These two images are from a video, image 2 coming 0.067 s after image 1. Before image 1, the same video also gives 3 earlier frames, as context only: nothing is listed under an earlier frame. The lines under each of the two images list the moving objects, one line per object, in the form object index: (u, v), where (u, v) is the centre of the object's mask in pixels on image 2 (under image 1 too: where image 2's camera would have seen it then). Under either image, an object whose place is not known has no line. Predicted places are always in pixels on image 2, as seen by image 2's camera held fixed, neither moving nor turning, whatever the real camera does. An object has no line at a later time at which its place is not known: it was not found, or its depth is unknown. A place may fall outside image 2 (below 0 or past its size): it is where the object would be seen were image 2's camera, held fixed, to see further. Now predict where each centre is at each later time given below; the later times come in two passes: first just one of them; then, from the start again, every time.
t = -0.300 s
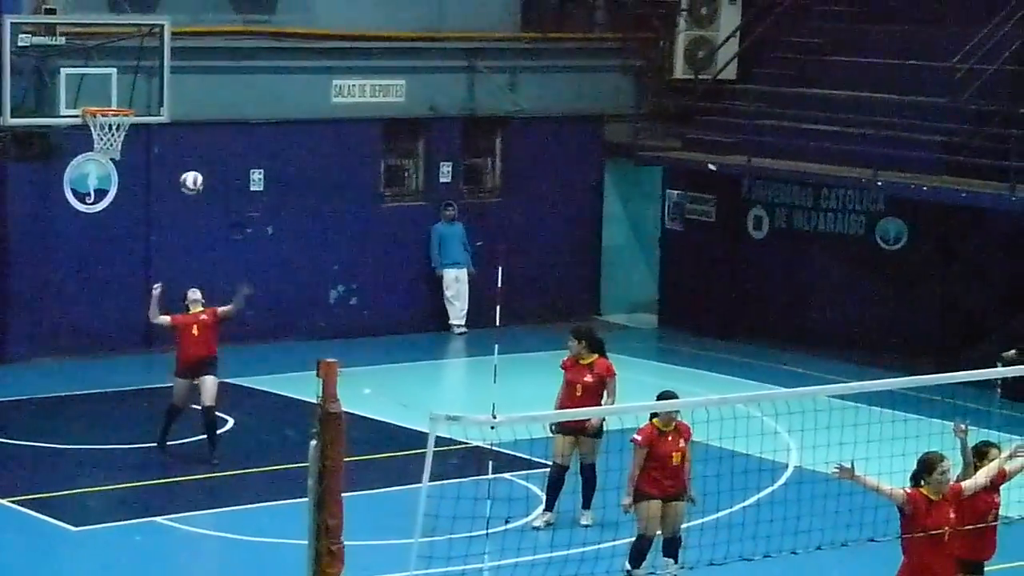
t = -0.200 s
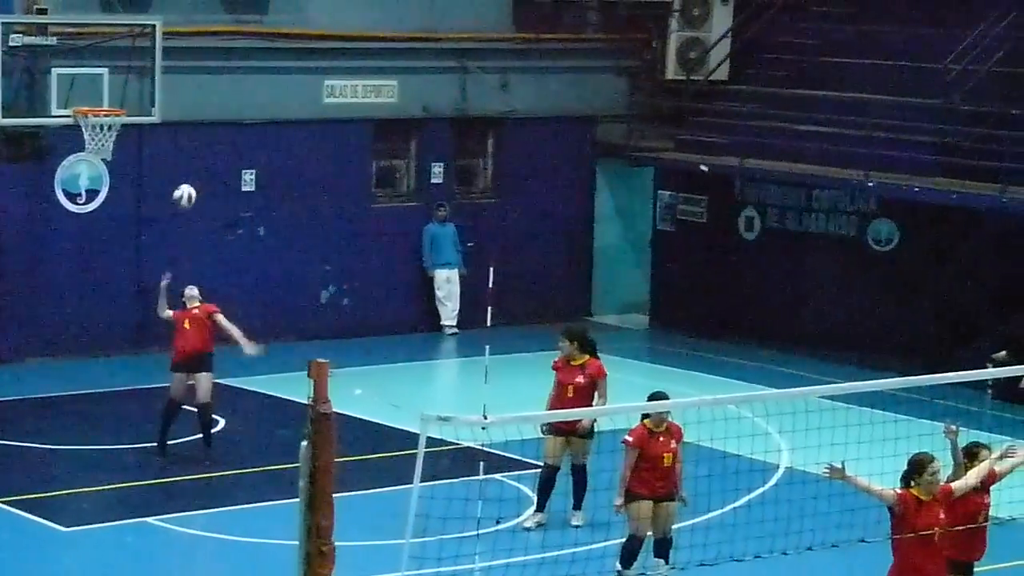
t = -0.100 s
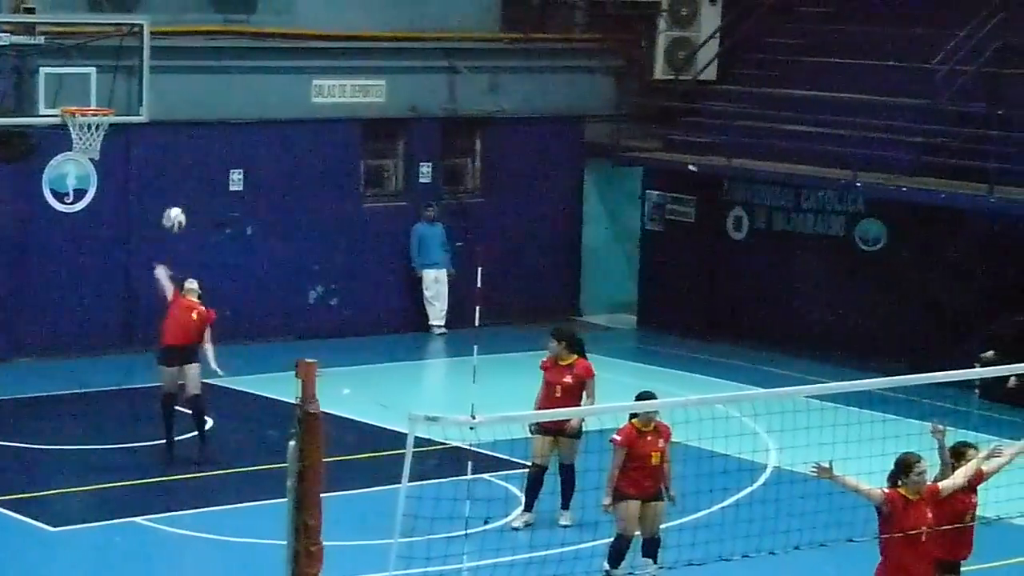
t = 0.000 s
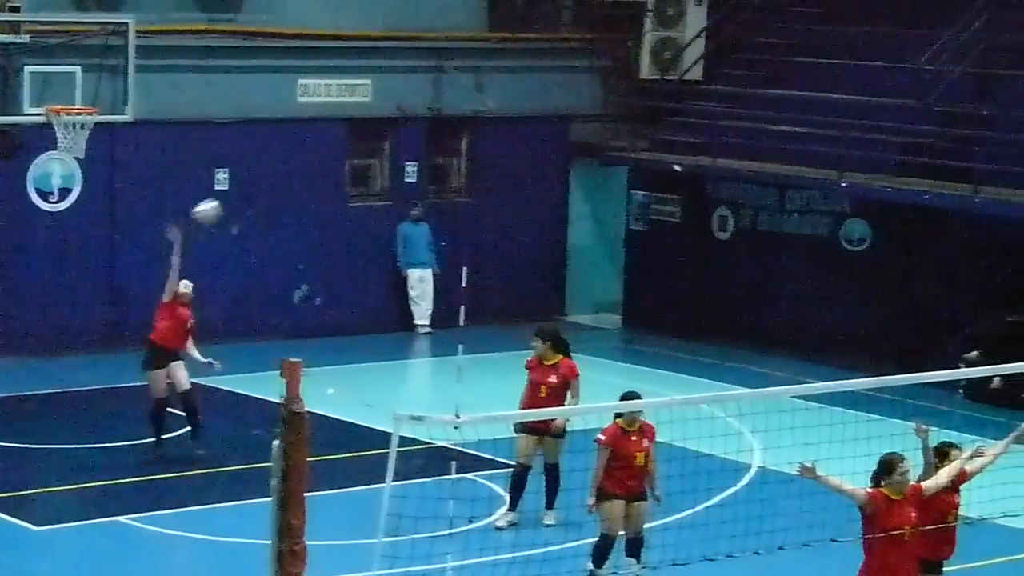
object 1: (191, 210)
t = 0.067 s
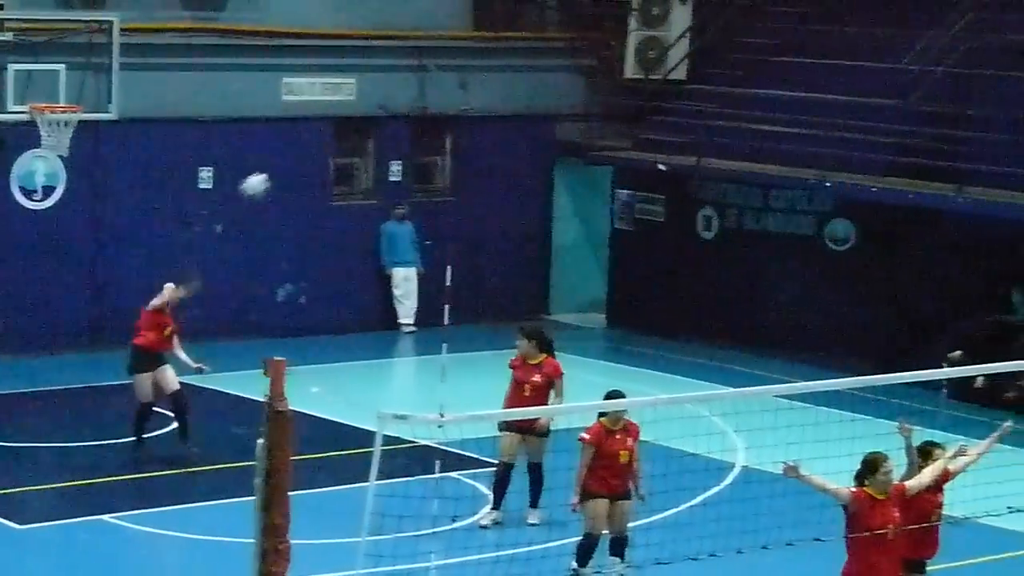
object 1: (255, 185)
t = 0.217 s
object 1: (412, 144)
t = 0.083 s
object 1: (271, 180)
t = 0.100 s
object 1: (288, 175)
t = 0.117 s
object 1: (305, 170)
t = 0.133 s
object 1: (321, 165)
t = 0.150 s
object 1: (339, 161)
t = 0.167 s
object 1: (357, 156)
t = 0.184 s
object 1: (376, 152)
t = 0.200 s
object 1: (394, 148)
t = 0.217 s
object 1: (412, 144)
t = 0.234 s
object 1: (430, 141)
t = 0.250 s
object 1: (450, 137)
